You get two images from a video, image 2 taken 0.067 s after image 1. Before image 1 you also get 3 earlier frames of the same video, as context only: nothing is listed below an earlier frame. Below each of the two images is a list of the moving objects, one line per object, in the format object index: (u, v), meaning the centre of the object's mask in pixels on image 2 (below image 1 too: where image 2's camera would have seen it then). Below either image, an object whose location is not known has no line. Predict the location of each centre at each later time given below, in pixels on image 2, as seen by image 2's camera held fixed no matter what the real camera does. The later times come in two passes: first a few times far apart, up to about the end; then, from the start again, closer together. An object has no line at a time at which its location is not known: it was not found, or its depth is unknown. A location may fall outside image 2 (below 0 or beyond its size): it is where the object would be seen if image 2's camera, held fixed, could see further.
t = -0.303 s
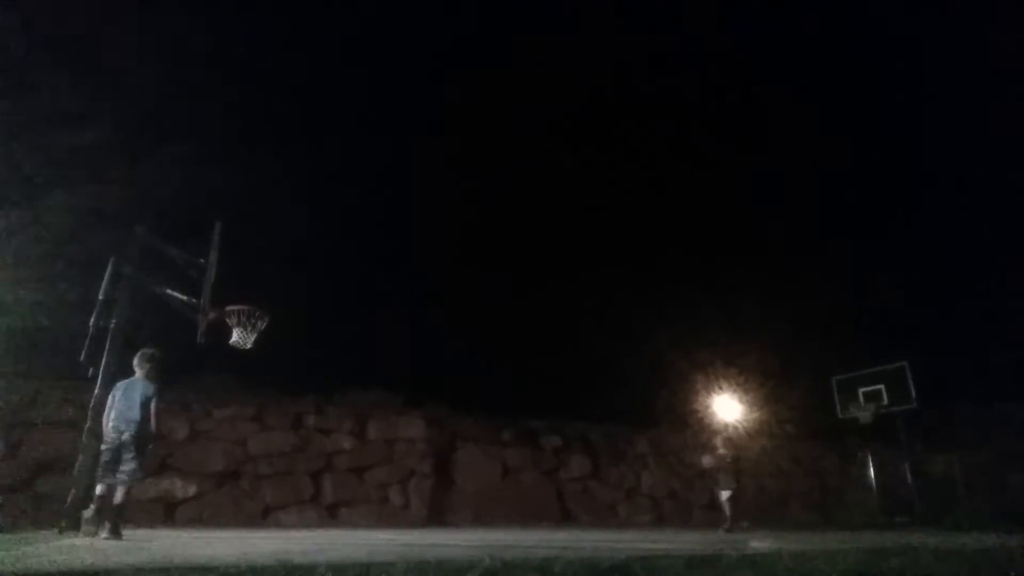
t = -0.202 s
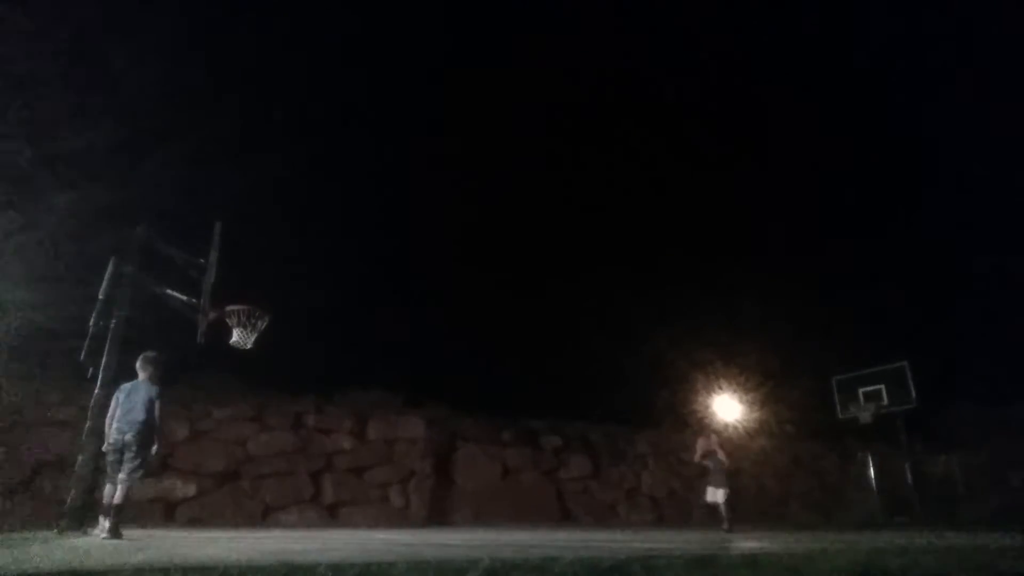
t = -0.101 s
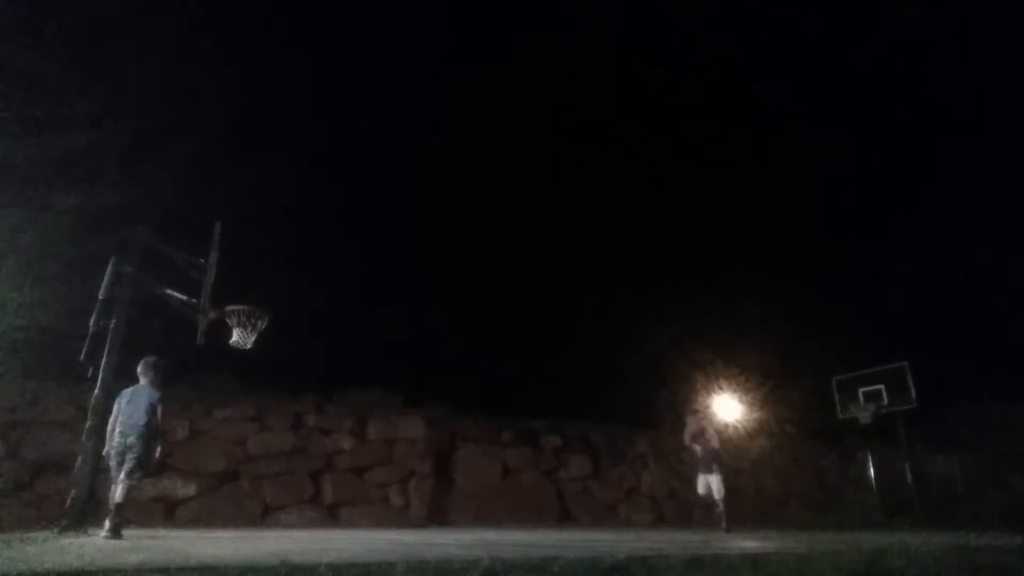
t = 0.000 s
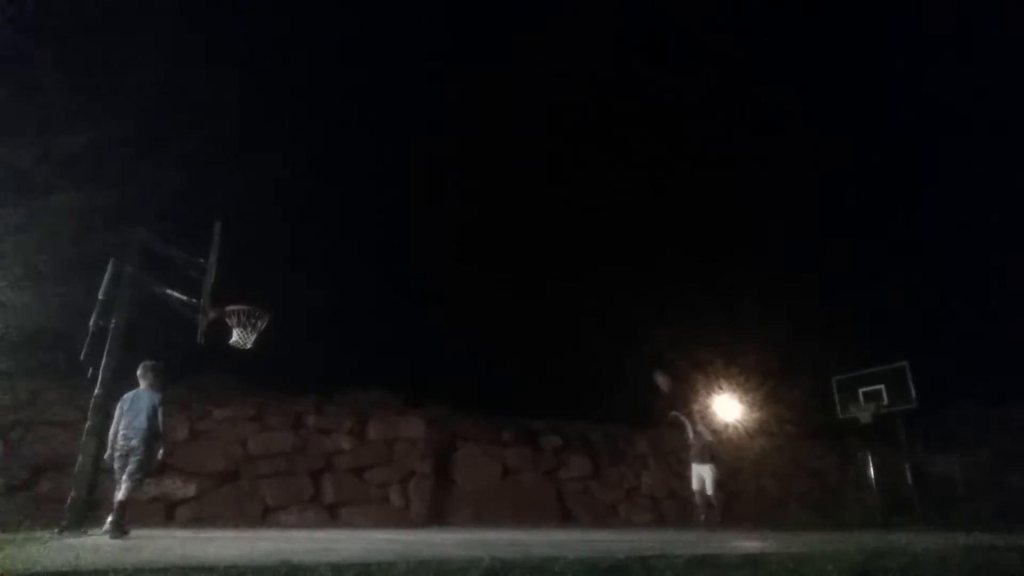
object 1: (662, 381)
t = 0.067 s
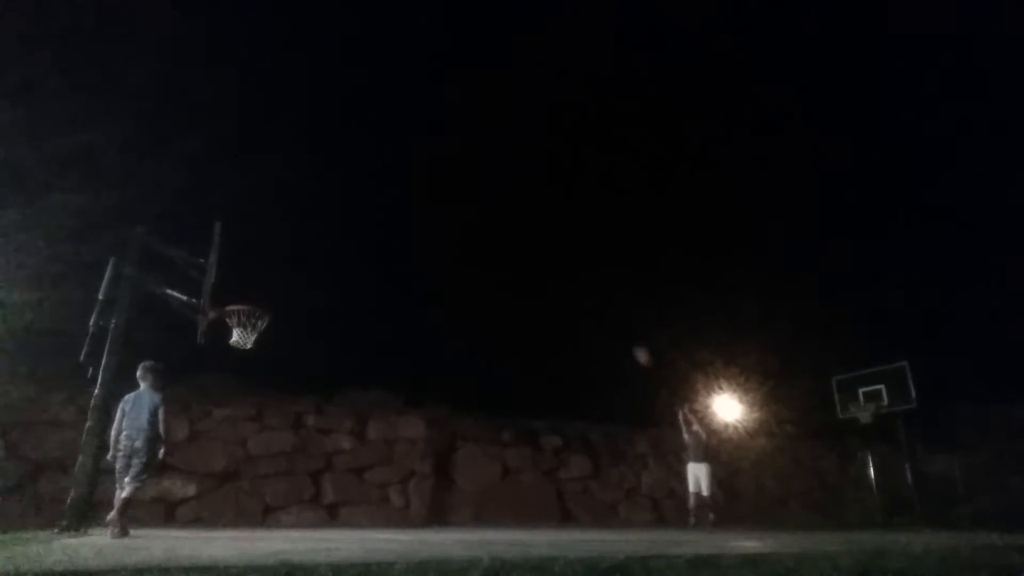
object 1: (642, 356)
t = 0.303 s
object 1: (572, 289)
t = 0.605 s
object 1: (477, 248)
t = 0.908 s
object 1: (366, 266)
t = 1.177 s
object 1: (235, 352)
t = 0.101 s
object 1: (632, 344)
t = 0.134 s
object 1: (622, 333)
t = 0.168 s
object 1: (612, 323)
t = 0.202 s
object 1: (602, 314)
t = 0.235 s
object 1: (591, 305)
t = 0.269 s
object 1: (581, 296)
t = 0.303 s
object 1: (572, 289)
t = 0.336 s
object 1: (561, 282)
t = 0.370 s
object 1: (551, 275)
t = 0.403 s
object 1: (541, 269)
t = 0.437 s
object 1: (530, 264)
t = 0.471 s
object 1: (520, 259)
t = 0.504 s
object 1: (510, 255)
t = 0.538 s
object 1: (499, 252)
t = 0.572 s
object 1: (488, 249)
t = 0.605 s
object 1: (477, 248)
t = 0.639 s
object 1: (466, 247)
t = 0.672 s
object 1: (455, 247)
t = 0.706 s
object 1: (443, 247)
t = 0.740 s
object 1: (431, 248)
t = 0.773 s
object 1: (419, 250)
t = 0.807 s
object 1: (406, 252)
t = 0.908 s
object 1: (366, 266)
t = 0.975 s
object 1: (337, 280)
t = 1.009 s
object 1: (322, 288)
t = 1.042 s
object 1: (307, 298)
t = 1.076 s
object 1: (291, 308)
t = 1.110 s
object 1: (270, 322)
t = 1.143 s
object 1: (254, 338)
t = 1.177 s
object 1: (235, 352)
